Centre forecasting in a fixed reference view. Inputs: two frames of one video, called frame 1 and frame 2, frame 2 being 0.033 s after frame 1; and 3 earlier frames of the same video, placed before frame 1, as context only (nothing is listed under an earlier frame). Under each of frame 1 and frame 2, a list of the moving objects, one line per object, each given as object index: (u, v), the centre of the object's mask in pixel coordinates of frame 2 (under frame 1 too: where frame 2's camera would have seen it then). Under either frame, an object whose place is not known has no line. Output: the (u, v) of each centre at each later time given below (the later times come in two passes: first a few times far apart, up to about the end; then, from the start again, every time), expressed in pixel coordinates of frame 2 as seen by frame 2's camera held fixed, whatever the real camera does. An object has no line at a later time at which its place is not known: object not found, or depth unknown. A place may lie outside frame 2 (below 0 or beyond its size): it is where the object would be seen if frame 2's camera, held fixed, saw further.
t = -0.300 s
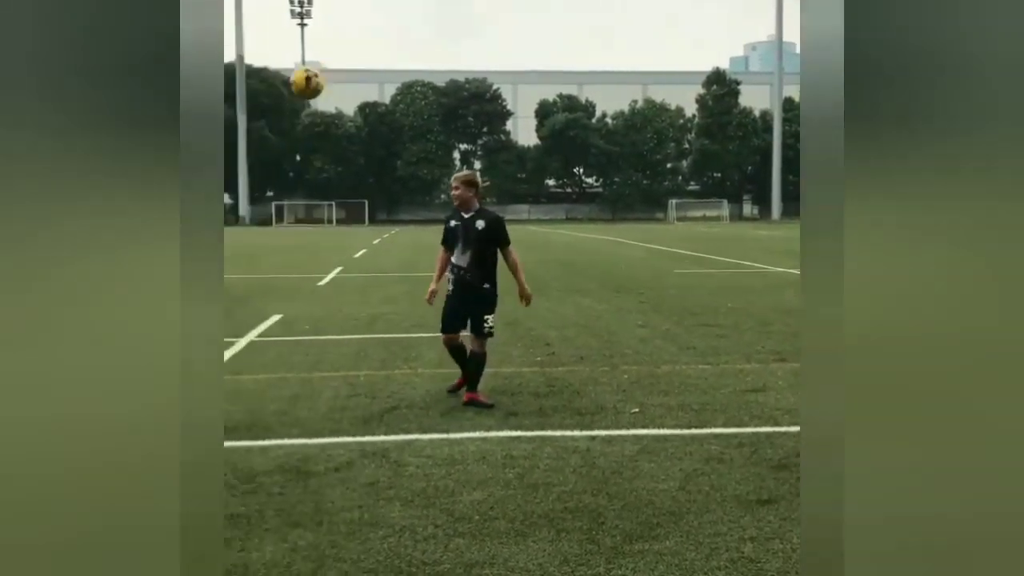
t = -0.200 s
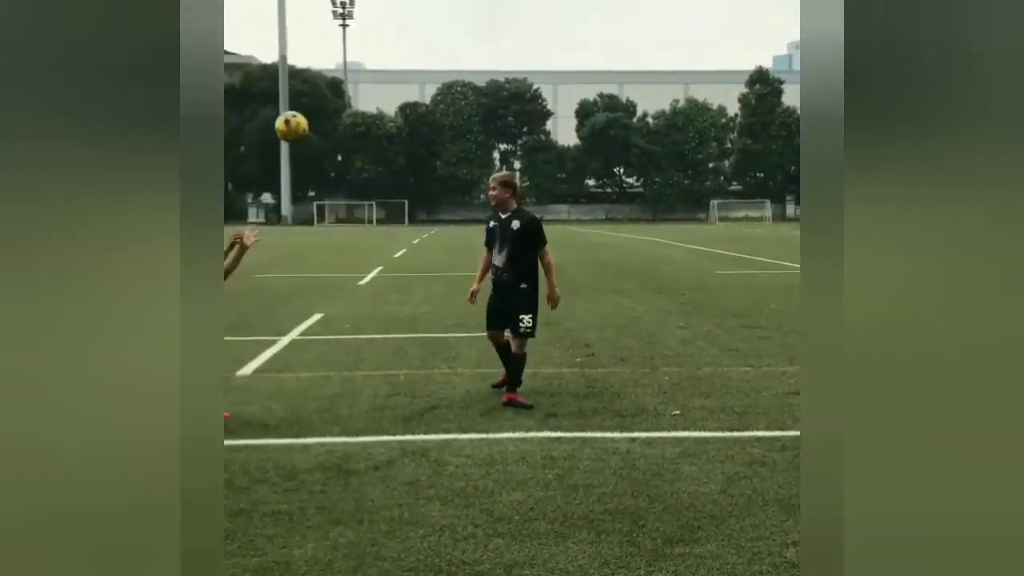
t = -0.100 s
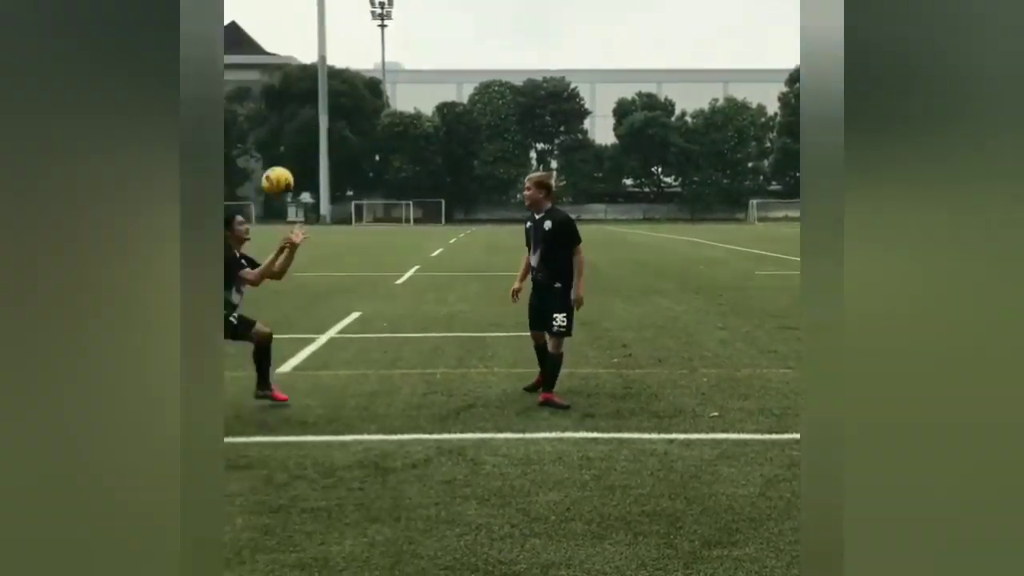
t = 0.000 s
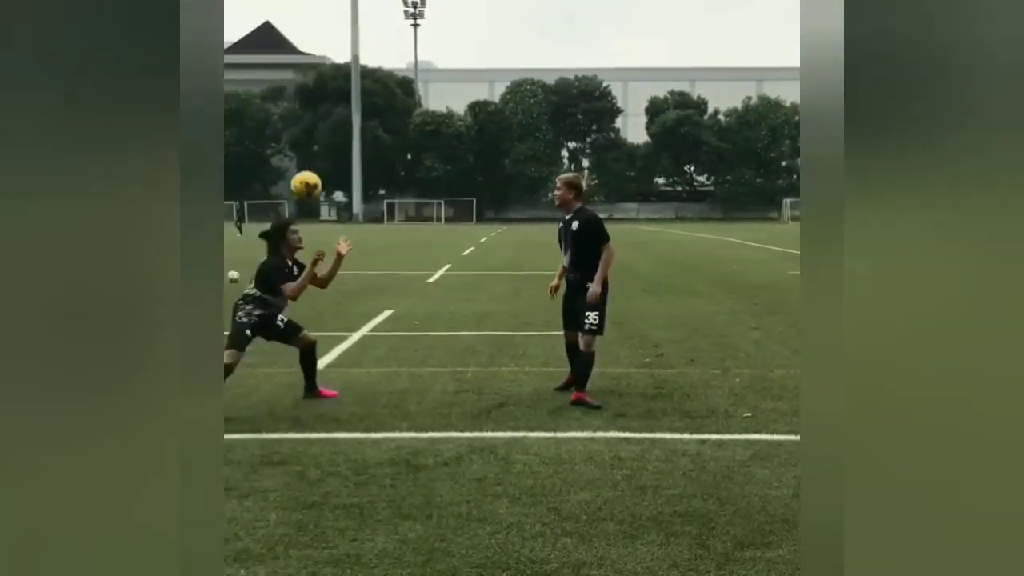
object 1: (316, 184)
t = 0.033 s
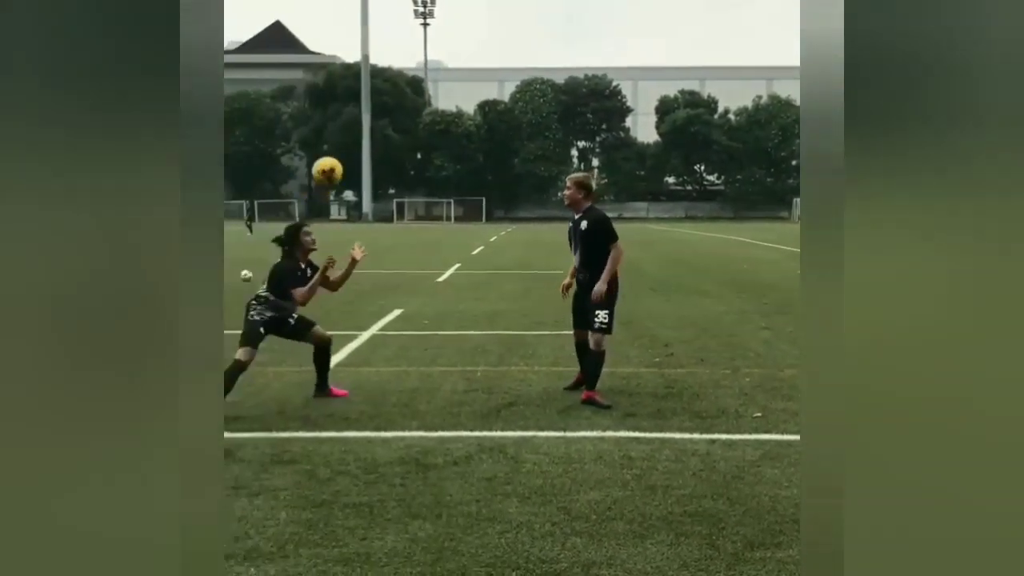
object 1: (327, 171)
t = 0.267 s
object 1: (406, 116)
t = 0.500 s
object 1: (484, 135)
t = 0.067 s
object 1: (338, 159)
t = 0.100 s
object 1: (349, 147)
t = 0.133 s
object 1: (361, 139)
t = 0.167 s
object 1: (372, 131)
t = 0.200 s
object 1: (383, 124)
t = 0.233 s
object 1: (394, 120)
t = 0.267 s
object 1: (406, 116)
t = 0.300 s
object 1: (416, 114)
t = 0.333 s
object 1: (428, 115)
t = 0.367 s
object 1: (437, 115)
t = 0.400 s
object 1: (451, 118)
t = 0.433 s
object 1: (462, 123)
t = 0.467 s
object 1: (473, 128)
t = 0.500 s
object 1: (484, 135)
